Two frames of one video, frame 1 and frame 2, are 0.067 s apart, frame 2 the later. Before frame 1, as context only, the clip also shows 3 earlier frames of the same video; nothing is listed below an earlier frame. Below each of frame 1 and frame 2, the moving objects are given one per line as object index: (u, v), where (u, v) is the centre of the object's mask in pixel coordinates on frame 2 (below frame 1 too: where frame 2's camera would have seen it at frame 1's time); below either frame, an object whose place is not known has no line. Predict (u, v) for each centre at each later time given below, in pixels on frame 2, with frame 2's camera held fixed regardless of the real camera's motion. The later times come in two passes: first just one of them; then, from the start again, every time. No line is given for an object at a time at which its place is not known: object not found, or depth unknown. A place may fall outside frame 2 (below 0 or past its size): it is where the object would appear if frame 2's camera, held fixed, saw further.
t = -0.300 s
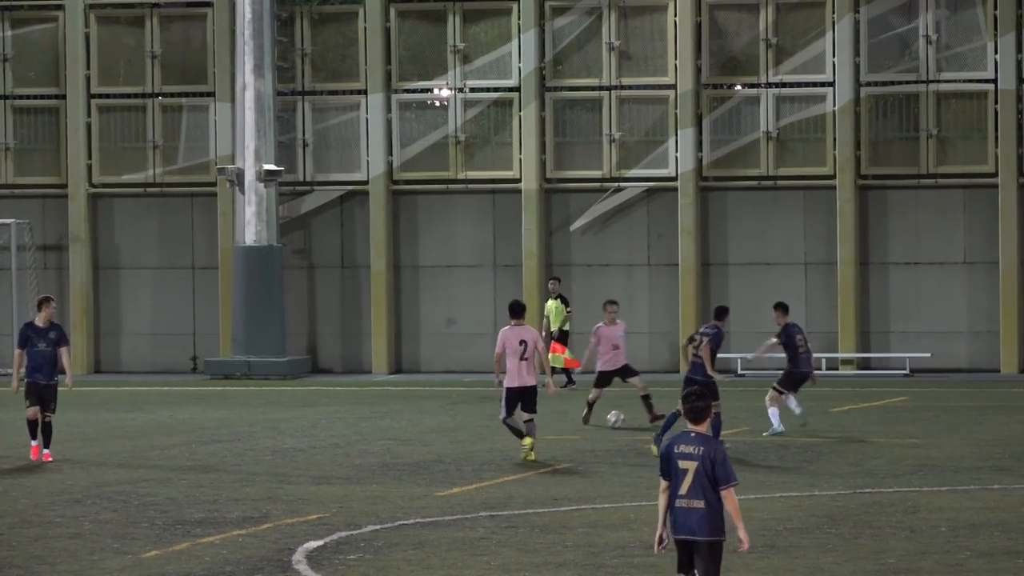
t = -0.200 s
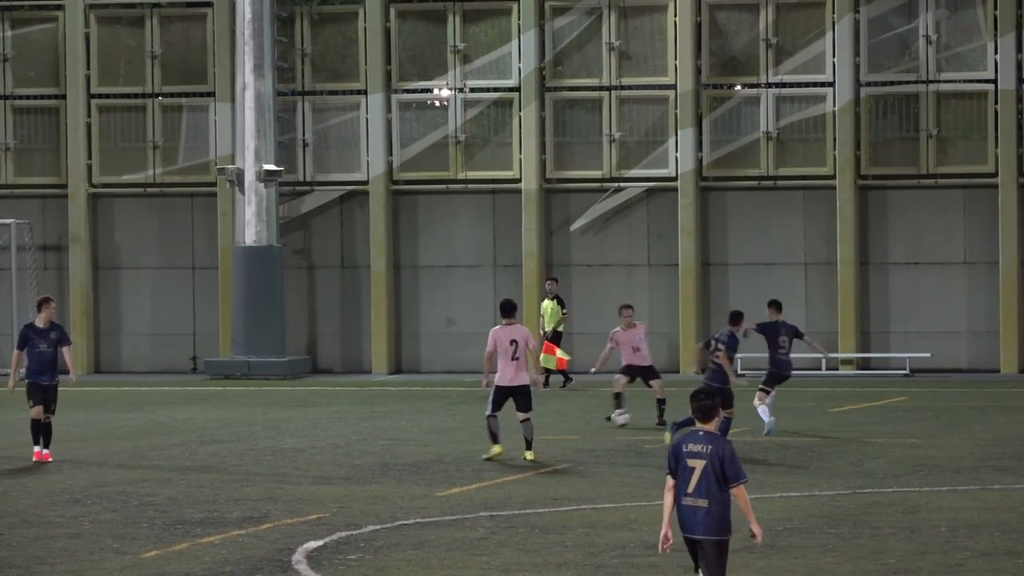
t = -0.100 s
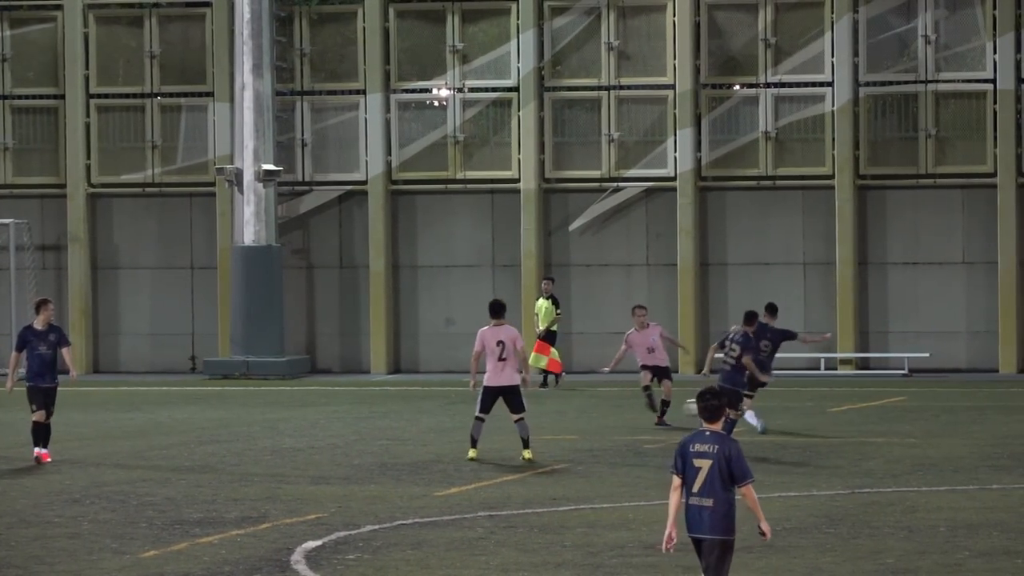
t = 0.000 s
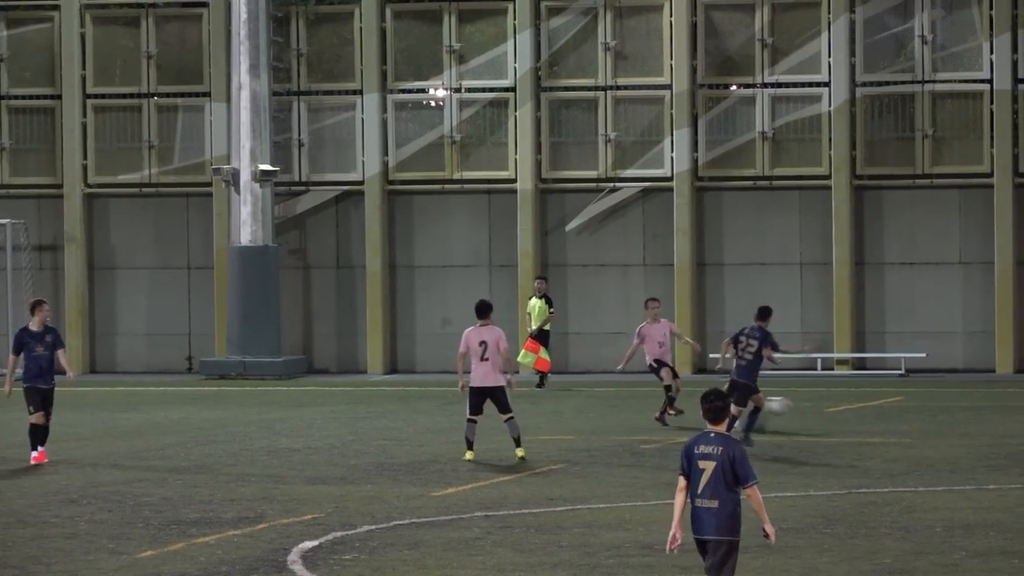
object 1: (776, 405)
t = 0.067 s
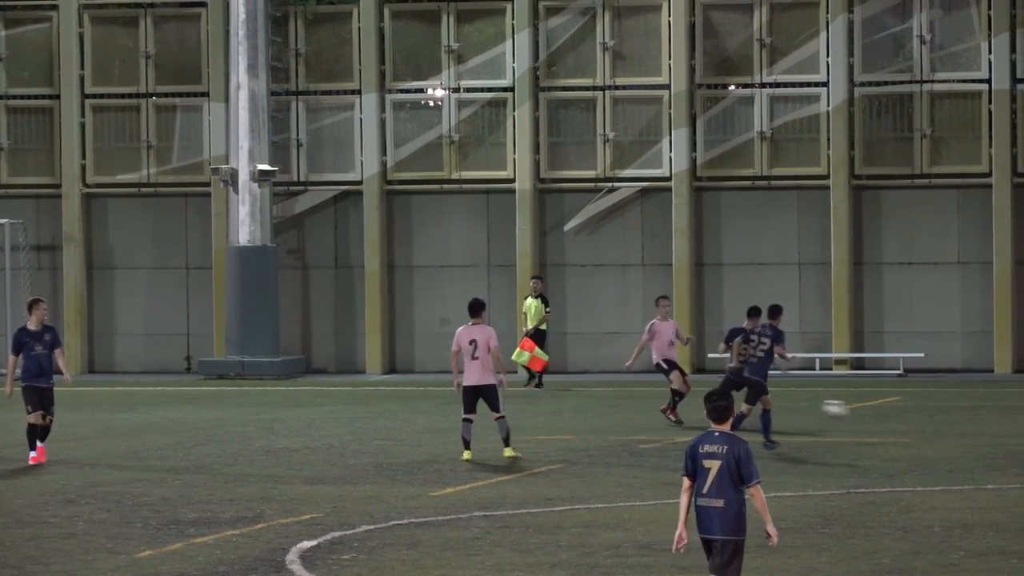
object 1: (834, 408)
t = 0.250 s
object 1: (1010, 440)
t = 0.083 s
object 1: (849, 410)
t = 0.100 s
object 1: (866, 412)
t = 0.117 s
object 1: (882, 413)
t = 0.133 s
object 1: (898, 416)
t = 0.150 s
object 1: (913, 419)
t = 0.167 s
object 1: (929, 423)
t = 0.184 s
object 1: (945, 426)
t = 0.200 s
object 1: (962, 430)
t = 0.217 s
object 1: (978, 433)
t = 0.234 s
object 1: (995, 438)
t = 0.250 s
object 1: (1010, 440)
